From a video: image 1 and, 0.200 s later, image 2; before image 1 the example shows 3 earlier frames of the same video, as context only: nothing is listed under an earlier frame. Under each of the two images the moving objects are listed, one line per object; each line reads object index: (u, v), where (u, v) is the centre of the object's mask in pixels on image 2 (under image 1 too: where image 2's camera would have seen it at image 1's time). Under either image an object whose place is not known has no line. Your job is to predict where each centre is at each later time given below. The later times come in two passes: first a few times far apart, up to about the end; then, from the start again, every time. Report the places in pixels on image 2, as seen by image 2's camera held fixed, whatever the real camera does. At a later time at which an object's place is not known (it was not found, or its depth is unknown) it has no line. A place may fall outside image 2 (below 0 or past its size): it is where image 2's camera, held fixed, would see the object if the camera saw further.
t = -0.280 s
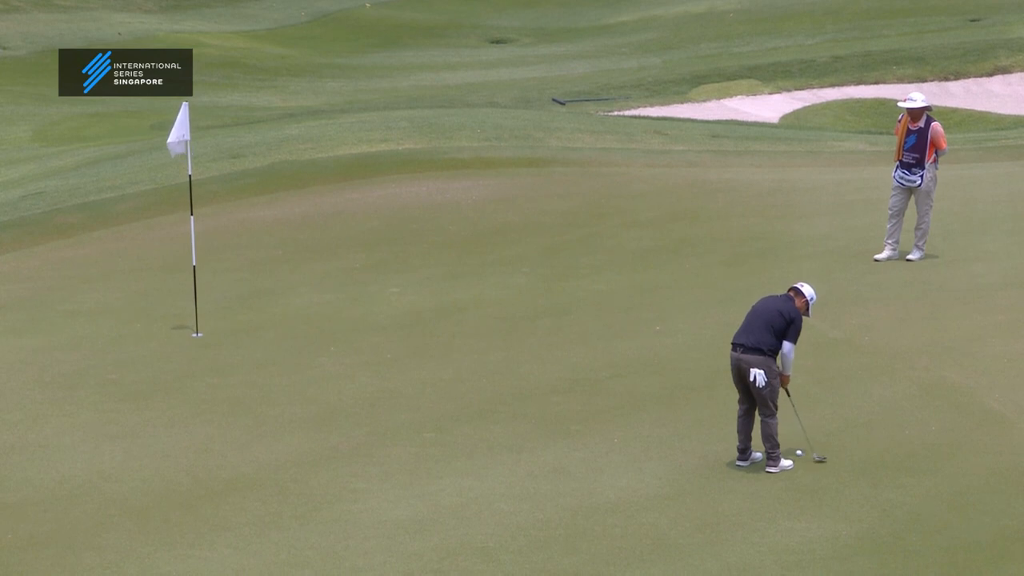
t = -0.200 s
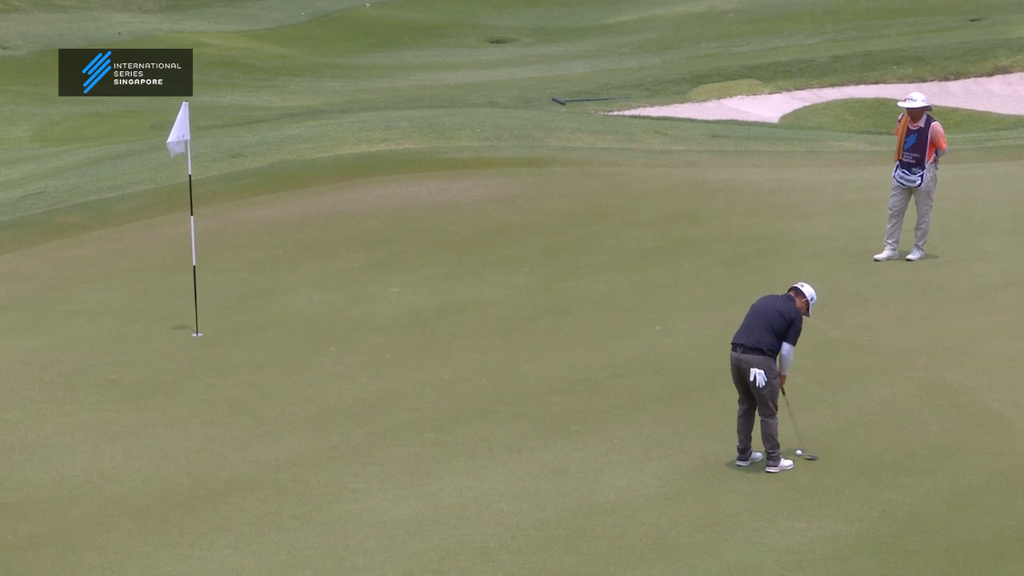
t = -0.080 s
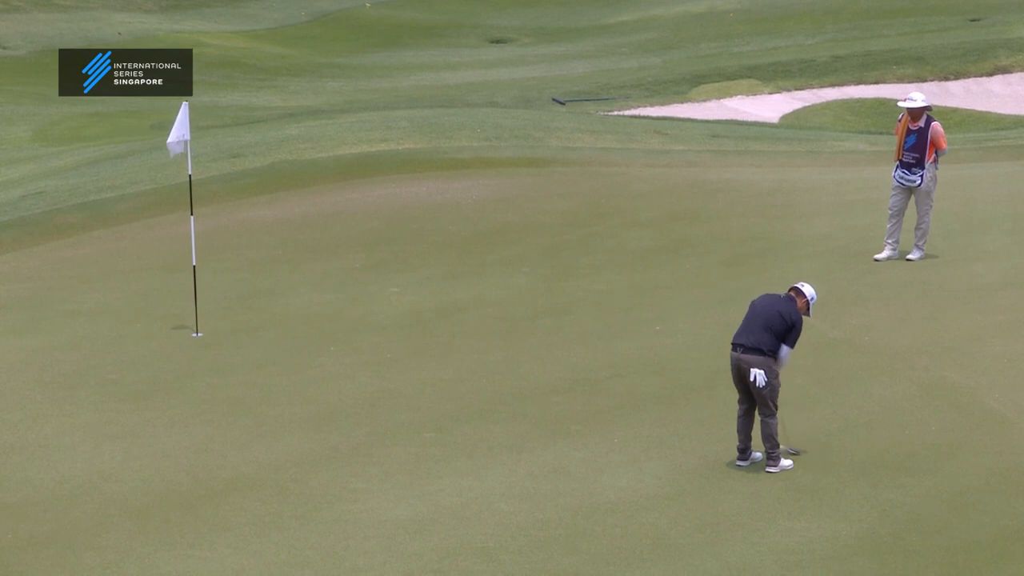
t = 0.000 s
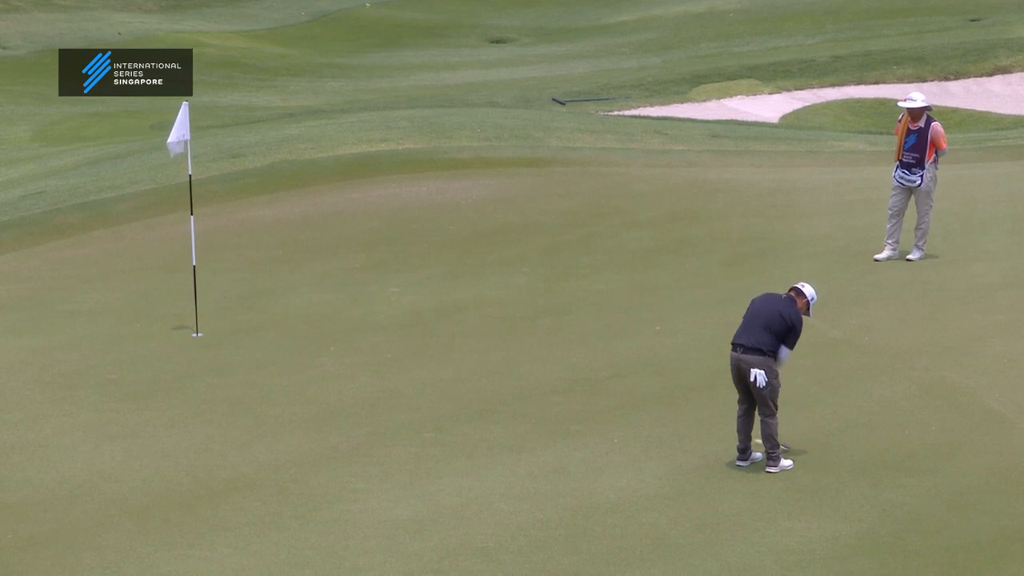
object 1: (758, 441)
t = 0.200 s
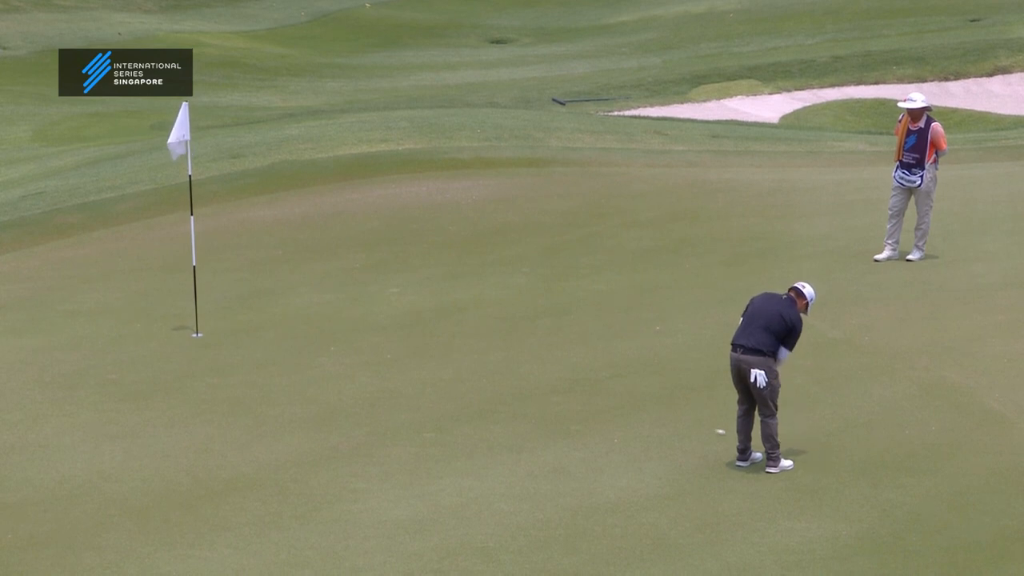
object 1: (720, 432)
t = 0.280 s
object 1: (705, 428)
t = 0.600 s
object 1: (649, 414)
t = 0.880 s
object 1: (602, 402)
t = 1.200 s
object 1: (553, 391)
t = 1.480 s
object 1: (513, 381)
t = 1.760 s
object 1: (476, 373)
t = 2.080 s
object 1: (437, 365)
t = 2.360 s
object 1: (404, 359)
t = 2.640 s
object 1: (374, 353)
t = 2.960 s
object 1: (342, 347)
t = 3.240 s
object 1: (317, 344)
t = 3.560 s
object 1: (290, 339)
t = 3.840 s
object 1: (269, 337)
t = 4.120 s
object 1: (251, 335)
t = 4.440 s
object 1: (233, 333)
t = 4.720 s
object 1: (221, 333)
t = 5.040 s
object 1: (209, 332)
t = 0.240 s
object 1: (713, 430)
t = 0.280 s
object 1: (705, 428)
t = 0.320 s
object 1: (698, 426)
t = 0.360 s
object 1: (691, 425)
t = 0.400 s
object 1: (684, 423)
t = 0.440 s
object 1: (676, 421)
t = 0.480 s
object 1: (670, 419)
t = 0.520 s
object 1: (662, 417)
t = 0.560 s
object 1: (655, 415)
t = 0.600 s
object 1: (649, 414)
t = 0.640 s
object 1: (642, 412)
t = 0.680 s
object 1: (635, 411)
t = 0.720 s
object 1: (628, 409)
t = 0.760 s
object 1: (622, 407)
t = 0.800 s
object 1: (615, 406)
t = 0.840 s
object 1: (609, 404)
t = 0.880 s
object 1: (602, 402)
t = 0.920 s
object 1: (596, 401)
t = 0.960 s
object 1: (590, 399)
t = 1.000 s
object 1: (583, 398)
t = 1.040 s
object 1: (577, 396)
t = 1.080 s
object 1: (571, 395)
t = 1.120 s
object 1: (565, 394)
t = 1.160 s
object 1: (559, 392)
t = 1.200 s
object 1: (553, 391)
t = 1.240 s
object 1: (547, 389)
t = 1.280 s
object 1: (541, 388)
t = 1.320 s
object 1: (536, 387)
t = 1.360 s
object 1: (530, 385)
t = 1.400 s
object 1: (524, 384)
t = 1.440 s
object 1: (519, 383)
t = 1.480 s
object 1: (513, 381)
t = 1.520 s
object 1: (507, 380)
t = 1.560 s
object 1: (503, 379)
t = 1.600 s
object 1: (497, 378)
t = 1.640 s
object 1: (491, 377)
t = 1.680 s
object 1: (486, 375)
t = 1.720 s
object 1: (481, 374)
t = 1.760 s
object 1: (476, 373)
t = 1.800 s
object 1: (471, 372)
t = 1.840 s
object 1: (466, 371)
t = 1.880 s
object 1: (461, 370)
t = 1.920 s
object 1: (456, 369)
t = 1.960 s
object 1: (450, 368)
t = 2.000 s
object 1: (446, 367)
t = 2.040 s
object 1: (441, 366)
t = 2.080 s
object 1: (437, 365)
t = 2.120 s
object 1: (431, 364)
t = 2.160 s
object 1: (427, 363)
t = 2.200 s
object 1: (422, 362)
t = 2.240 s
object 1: (418, 361)
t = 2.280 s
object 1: (413, 361)
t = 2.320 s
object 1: (409, 359)
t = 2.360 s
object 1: (404, 359)
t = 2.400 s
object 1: (399, 358)
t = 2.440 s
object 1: (395, 357)
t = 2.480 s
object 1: (391, 356)
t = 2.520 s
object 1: (387, 355)
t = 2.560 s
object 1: (382, 354)
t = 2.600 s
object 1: (379, 354)
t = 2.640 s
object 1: (374, 353)
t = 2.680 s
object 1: (370, 352)
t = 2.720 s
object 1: (366, 351)
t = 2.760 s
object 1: (362, 350)
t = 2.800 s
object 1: (358, 350)
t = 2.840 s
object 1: (354, 349)
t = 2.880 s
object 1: (350, 348)
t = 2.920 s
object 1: (346, 348)
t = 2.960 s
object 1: (342, 347)
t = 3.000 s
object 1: (338, 347)
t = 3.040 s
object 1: (335, 346)
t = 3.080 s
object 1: (331, 346)
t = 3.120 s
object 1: (328, 345)
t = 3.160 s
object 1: (324, 344)
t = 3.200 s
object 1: (320, 344)
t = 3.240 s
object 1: (317, 344)
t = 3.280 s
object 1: (313, 343)
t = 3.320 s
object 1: (310, 342)
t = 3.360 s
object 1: (307, 341)
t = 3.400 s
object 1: (303, 341)
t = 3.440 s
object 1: (300, 341)
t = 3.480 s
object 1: (297, 340)
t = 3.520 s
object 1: (293, 340)
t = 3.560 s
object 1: (290, 339)
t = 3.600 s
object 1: (287, 339)
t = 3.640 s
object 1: (284, 339)
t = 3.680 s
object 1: (281, 338)
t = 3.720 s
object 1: (278, 338)
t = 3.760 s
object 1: (275, 338)
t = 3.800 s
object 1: (272, 337)
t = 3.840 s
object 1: (269, 337)
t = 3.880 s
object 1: (267, 337)
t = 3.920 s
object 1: (264, 336)
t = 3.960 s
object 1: (261, 336)
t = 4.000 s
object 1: (259, 336)
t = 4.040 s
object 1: (256, 335)
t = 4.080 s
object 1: (253, 335)
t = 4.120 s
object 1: (251, 335)
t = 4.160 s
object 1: (249, 335)
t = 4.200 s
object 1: (246, 334)
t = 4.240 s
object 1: (244, 334)
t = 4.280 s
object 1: (242, 334)
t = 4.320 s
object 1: (239, 334)
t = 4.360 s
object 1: (237, 334)
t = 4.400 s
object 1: (235, 334)
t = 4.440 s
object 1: (233, 333)
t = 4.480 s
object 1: (231, 333)
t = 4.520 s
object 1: (230, 333)
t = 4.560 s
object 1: (227, 333)
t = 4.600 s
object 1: (226, 333)
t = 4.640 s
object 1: (224, 333)
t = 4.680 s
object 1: (222, 333)
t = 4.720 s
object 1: (221, 333)
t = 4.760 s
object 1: (219, 333)
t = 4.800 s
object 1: (217, 333)
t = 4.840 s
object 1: (216, 332)
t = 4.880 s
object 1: (215, 332)
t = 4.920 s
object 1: (213, 332)
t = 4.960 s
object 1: (212, 332)
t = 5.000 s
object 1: (211, 332)
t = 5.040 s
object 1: (209, 332)
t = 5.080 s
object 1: (208, 332)
